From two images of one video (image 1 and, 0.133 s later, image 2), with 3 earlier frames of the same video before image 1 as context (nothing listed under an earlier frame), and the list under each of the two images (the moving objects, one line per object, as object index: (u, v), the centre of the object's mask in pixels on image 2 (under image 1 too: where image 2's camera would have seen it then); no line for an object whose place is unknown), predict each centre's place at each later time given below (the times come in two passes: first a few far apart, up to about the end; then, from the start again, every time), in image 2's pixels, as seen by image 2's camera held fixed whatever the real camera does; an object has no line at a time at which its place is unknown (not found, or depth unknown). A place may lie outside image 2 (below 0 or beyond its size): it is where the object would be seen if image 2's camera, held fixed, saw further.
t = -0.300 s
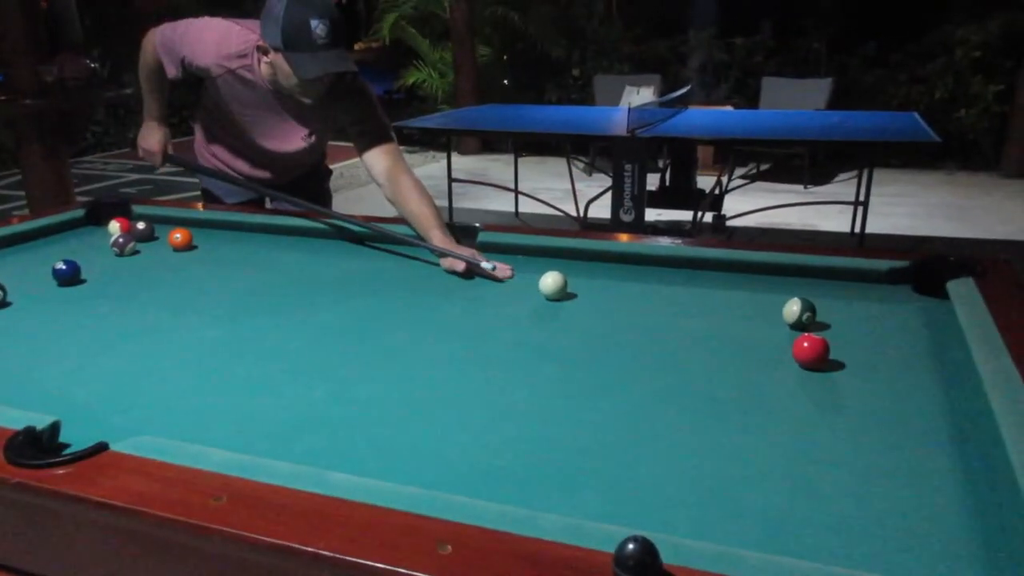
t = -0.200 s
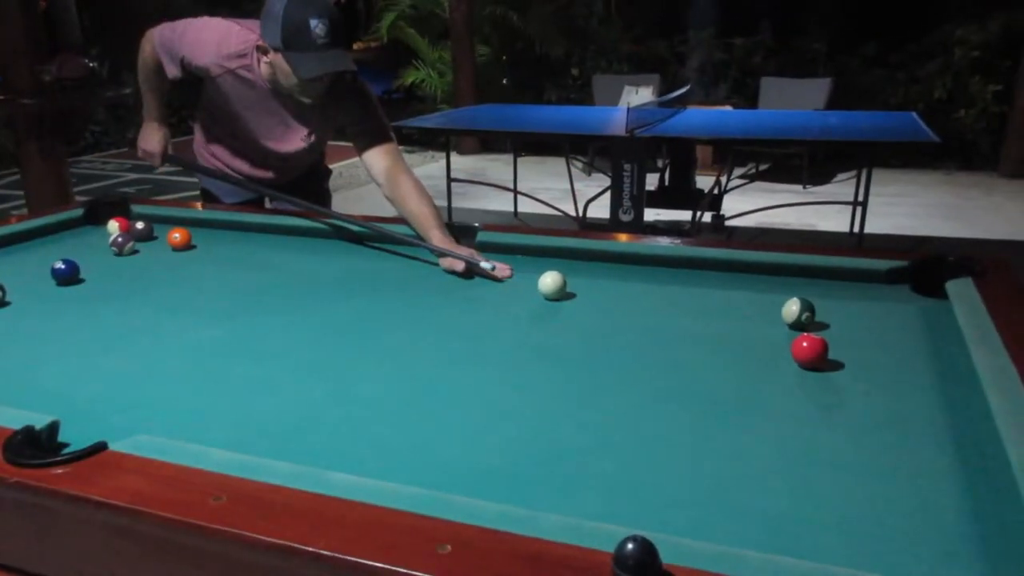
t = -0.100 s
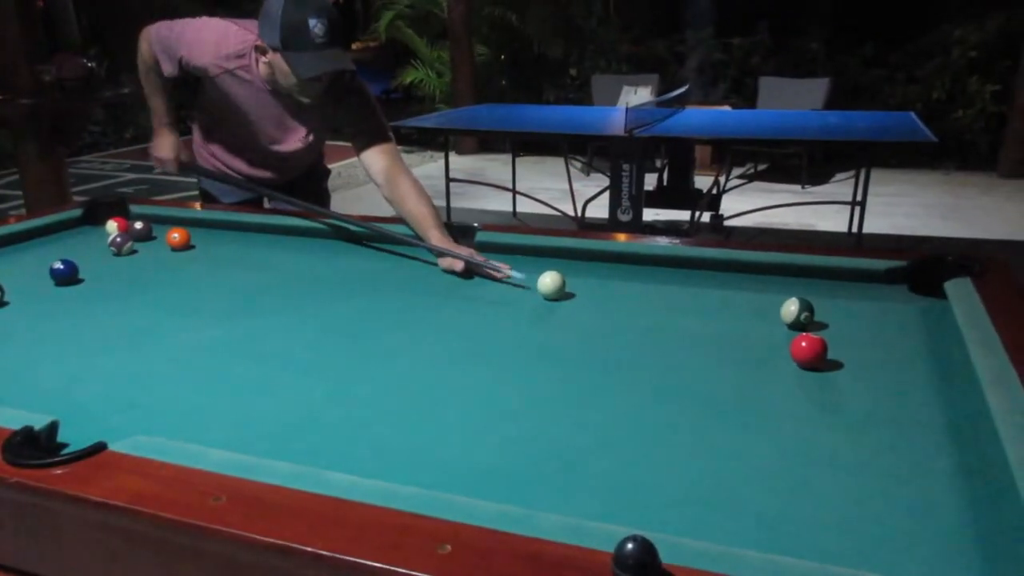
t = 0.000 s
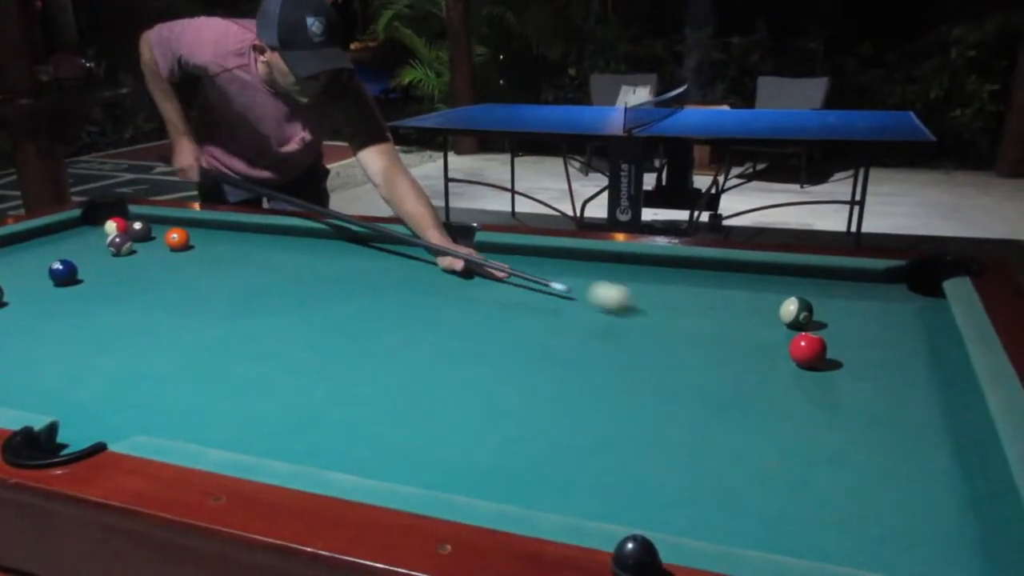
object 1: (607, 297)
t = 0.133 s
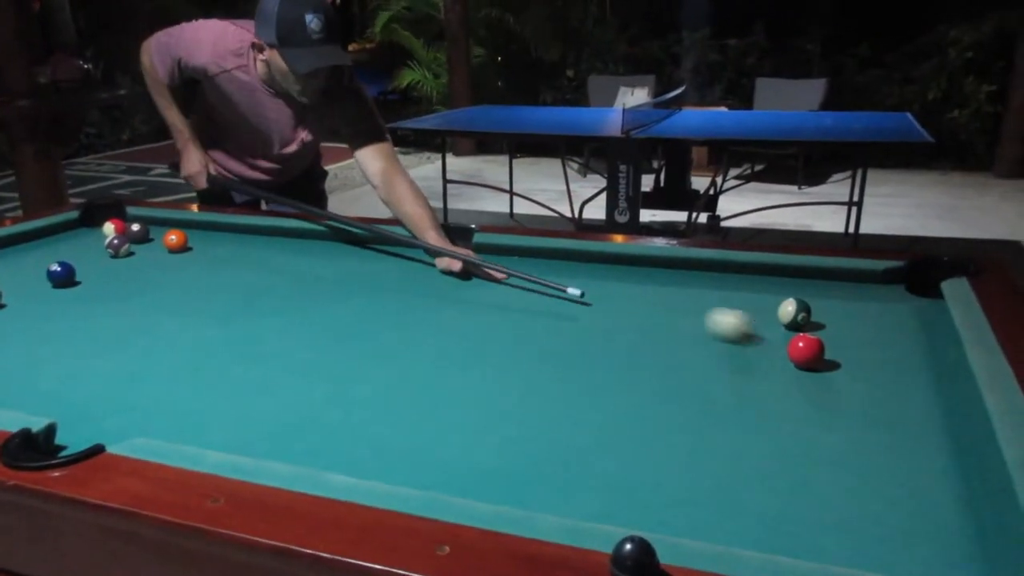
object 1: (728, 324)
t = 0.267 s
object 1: (832, 334)
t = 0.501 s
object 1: (913, 333)
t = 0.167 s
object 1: (758, 331)
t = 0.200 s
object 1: (784, 333)
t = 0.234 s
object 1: (811, 332)
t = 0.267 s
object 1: (832, 334)
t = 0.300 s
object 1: (854, 337)
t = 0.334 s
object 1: (875, 337)
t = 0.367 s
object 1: (895, 337)
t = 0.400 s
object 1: (918, 337)
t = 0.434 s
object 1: (935, 337)
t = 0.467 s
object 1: (926, 335)
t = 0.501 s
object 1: (913, 333)
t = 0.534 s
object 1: (901, 331)
